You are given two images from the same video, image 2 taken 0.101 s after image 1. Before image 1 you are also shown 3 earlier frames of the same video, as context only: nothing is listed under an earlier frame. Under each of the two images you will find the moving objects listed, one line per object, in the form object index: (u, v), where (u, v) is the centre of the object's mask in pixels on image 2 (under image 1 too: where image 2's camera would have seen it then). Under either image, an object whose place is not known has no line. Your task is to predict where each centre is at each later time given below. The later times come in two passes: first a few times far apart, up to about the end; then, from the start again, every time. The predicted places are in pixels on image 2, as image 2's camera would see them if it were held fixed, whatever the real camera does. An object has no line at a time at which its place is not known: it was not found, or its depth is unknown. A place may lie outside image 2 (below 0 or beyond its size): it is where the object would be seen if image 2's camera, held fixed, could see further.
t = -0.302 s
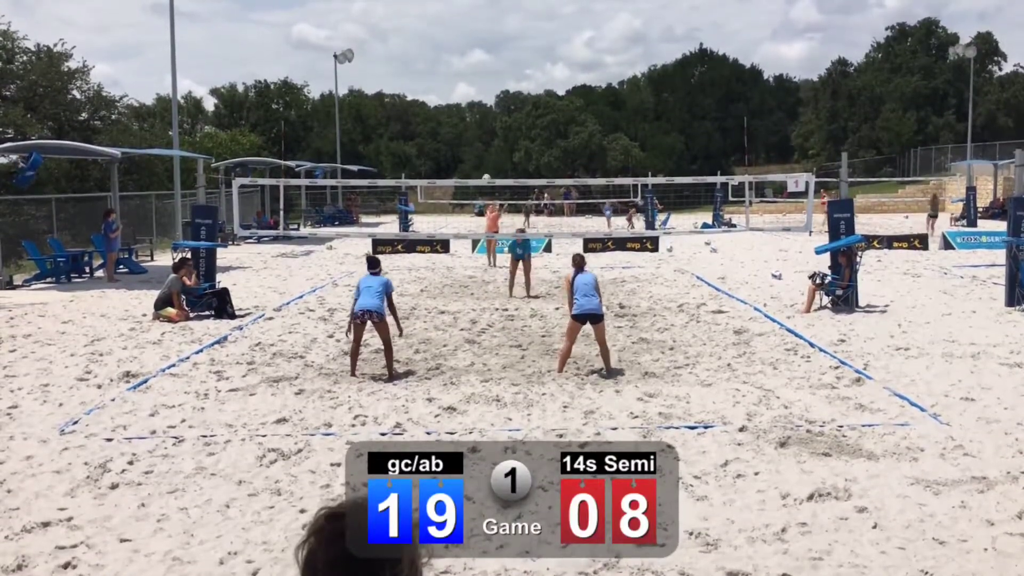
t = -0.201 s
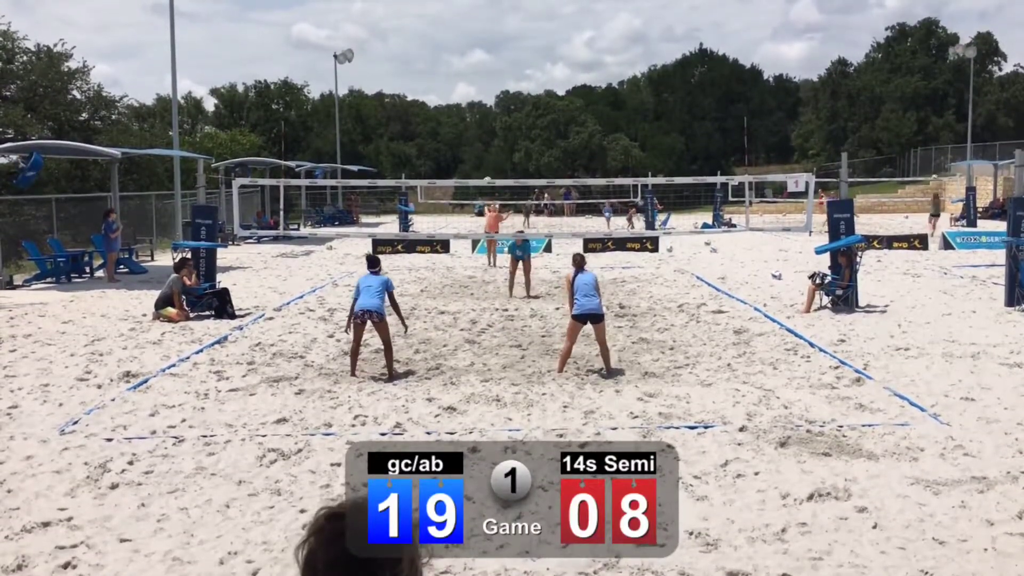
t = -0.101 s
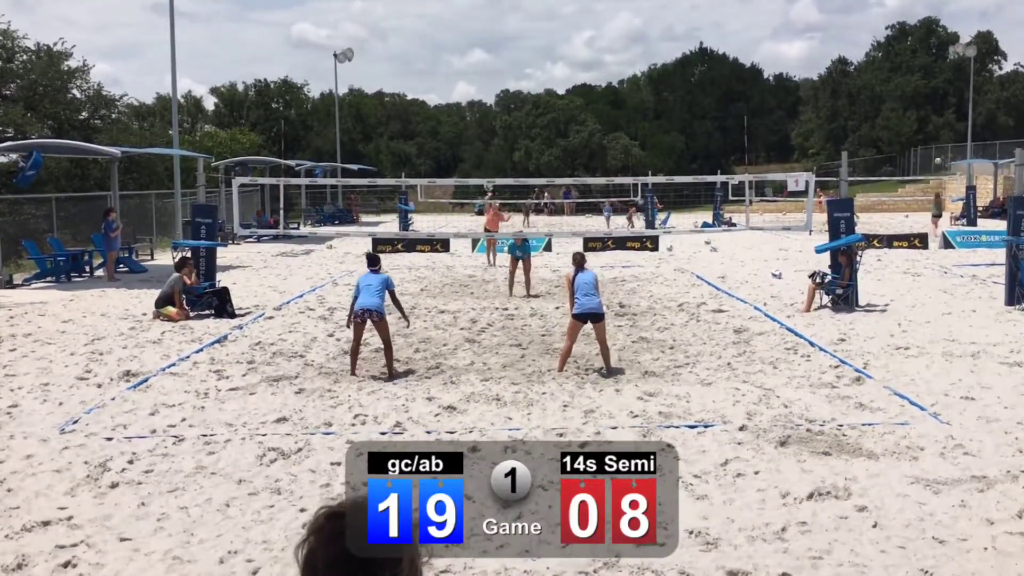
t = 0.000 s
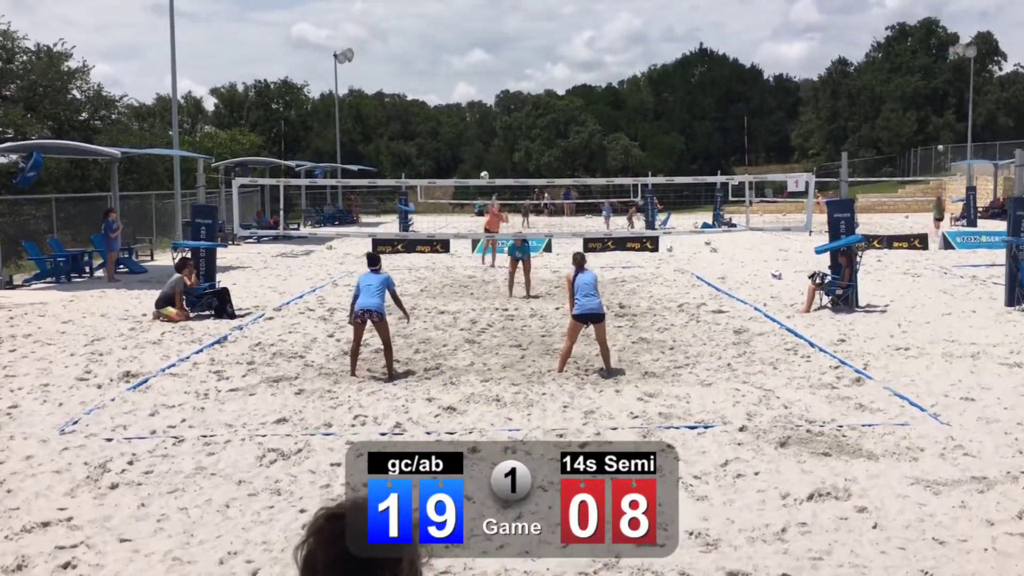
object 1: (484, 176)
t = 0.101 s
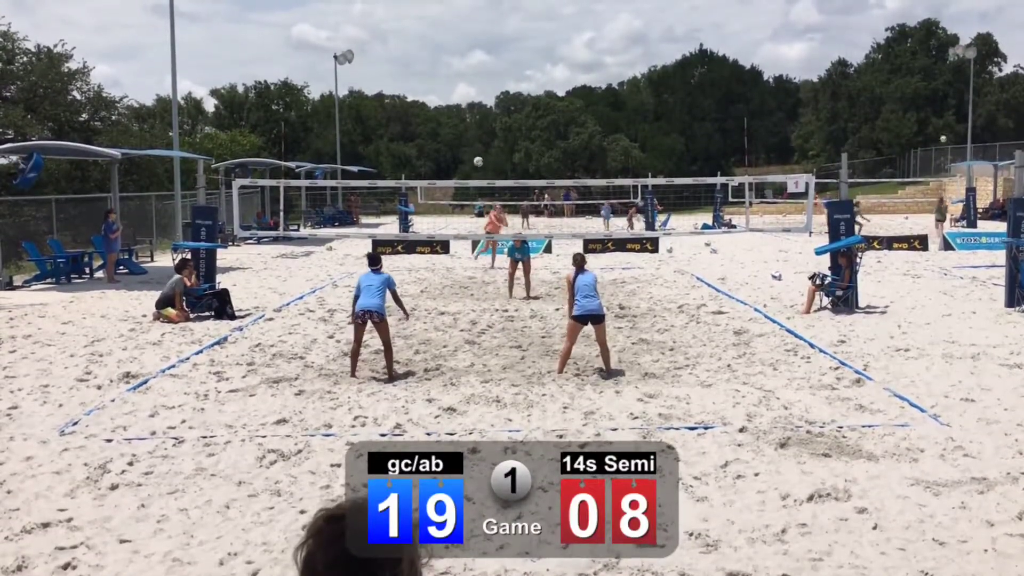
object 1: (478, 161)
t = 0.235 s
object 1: (471, 145)
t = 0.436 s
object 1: (460, 133)
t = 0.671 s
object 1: (441, 139)
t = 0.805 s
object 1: (427, 158)
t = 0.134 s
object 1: (476, 157)
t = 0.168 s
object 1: (475, 153)
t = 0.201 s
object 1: (473, 149)
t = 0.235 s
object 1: (471, 145)
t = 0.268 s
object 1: (469, 142)
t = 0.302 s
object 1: (468, 140)
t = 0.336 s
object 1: (466, 137)
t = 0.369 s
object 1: (464, 135)
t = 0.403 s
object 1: (462, 134)
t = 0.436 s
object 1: (460, 133)
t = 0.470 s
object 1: (458, 132)
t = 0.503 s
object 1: (455, 131)
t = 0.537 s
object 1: (453, 132)
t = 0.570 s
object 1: (450, 133)
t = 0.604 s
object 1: (447, 134)
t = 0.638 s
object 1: (444, 136)
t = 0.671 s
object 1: (441, 139)
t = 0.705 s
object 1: (438, 142)
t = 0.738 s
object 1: (434, 147)
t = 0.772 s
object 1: (431, 152)
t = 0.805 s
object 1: (427, 158)
